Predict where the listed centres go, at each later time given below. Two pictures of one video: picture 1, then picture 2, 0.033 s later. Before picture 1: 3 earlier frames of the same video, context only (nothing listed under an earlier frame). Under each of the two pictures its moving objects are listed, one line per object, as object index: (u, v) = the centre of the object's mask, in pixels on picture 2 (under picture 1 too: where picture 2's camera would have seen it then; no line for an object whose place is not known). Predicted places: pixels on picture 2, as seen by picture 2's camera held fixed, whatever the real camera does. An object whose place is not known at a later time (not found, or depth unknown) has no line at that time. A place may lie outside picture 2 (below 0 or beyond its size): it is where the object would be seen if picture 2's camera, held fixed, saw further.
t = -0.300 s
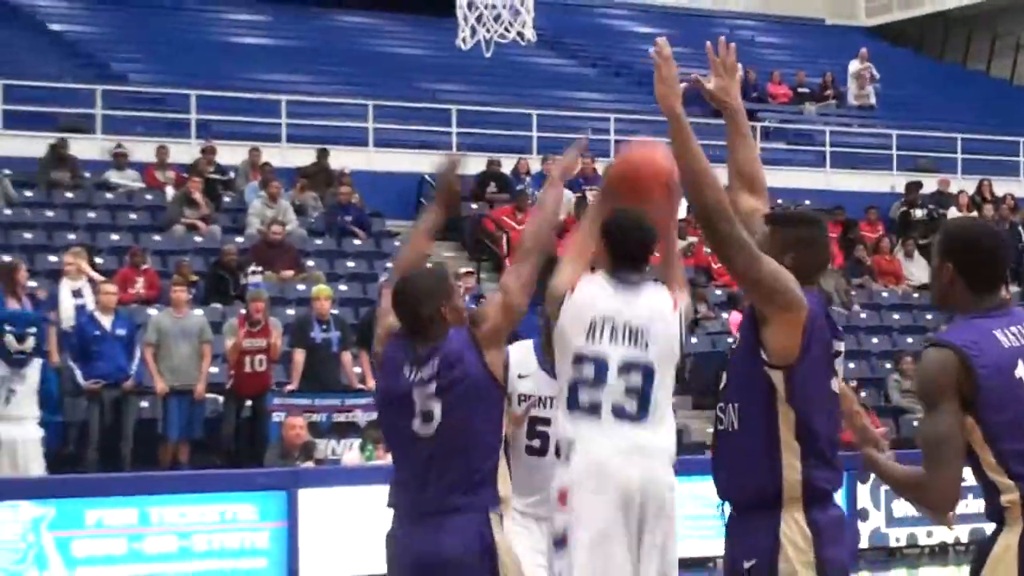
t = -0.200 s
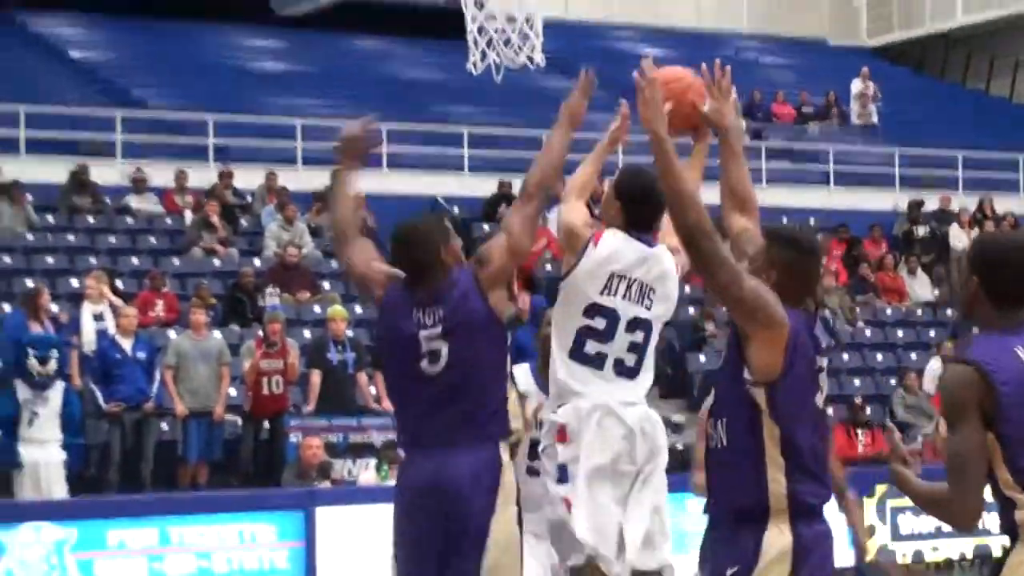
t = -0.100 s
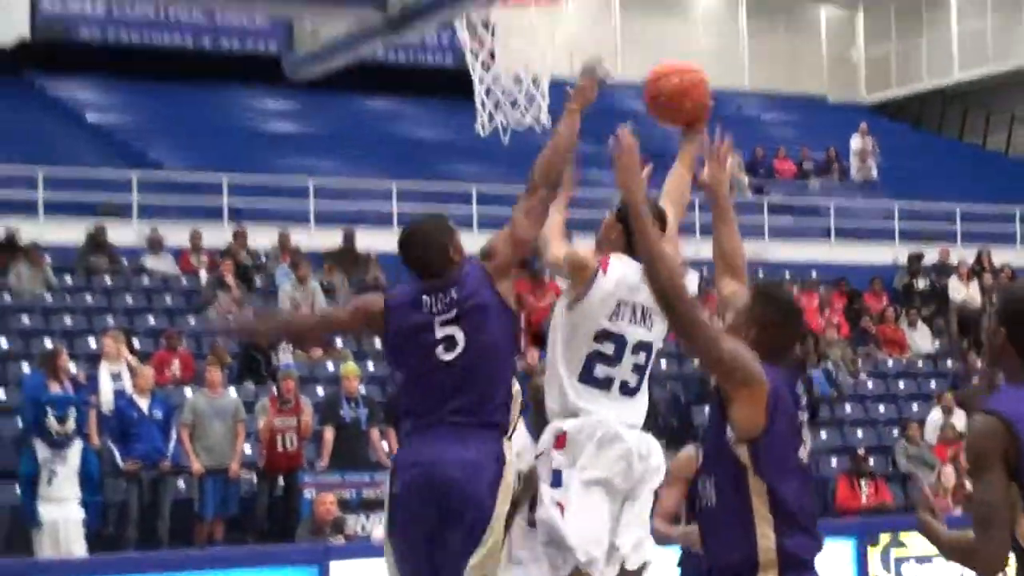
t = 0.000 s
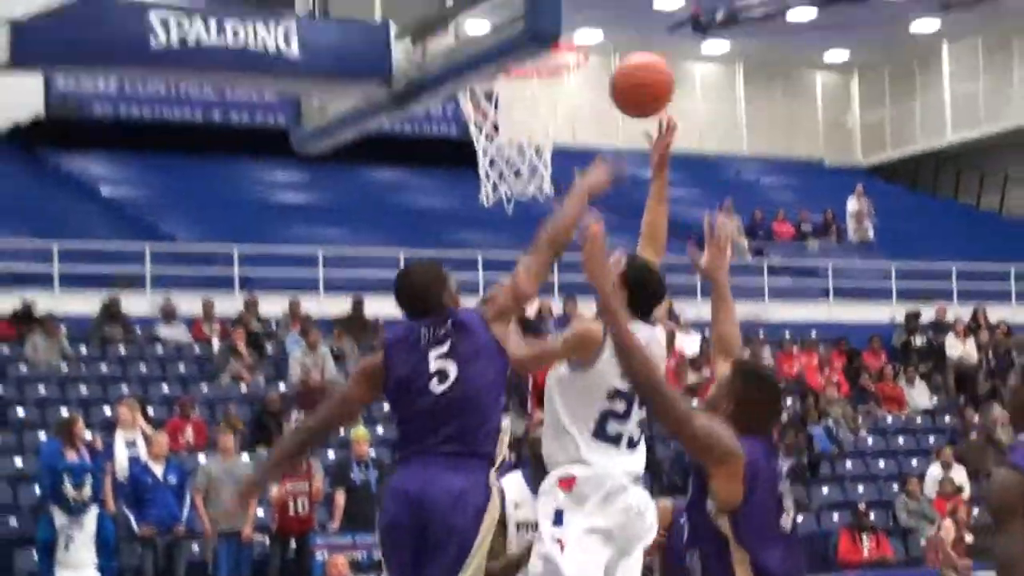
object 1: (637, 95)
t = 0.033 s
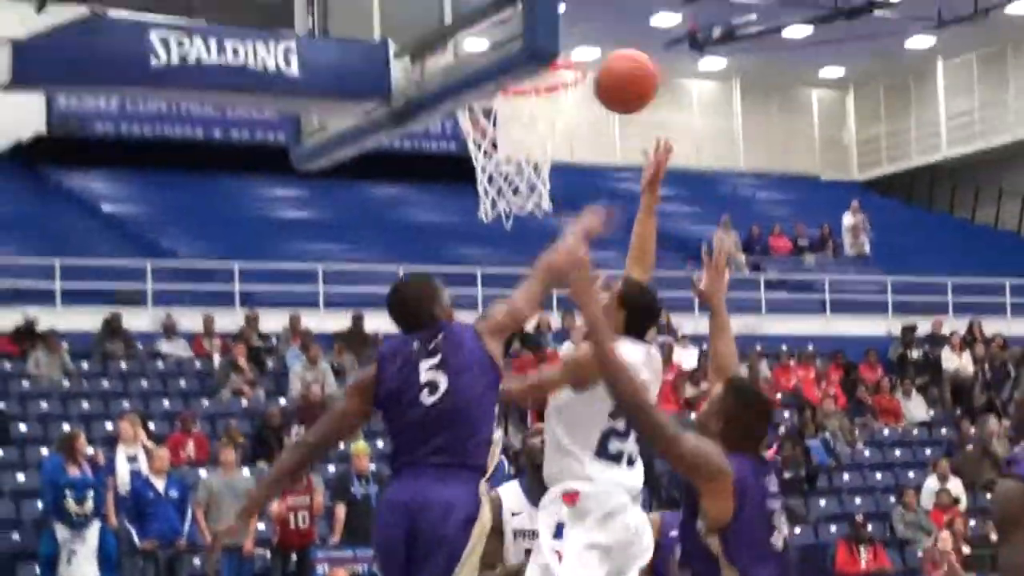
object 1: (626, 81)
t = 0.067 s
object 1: (610, 68)
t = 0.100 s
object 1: (600, 52)
